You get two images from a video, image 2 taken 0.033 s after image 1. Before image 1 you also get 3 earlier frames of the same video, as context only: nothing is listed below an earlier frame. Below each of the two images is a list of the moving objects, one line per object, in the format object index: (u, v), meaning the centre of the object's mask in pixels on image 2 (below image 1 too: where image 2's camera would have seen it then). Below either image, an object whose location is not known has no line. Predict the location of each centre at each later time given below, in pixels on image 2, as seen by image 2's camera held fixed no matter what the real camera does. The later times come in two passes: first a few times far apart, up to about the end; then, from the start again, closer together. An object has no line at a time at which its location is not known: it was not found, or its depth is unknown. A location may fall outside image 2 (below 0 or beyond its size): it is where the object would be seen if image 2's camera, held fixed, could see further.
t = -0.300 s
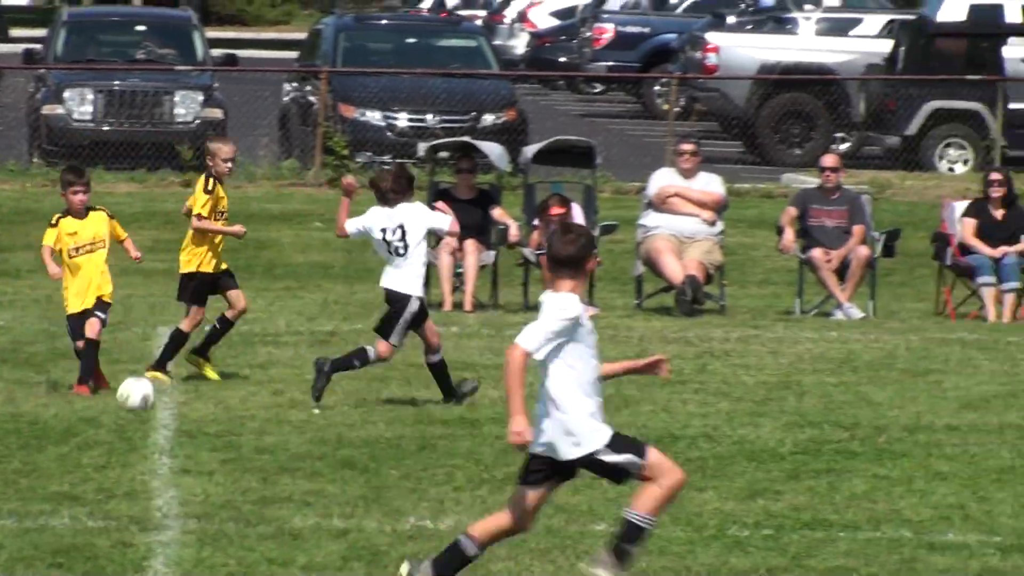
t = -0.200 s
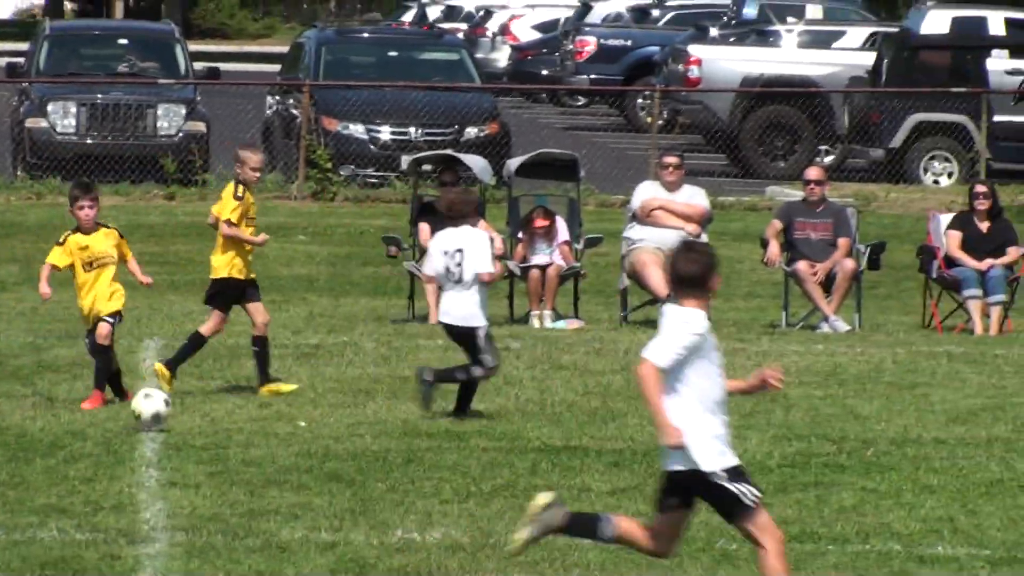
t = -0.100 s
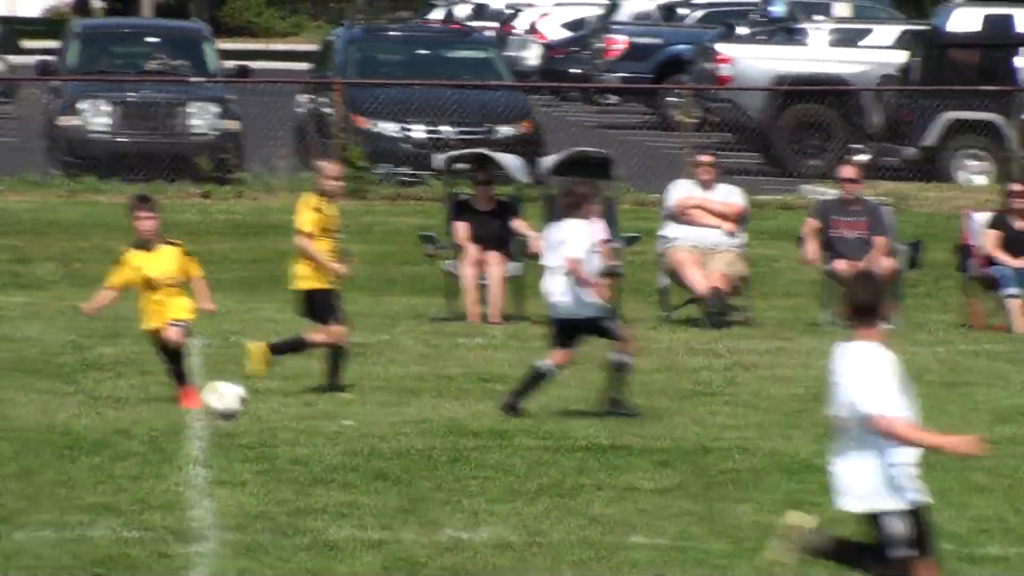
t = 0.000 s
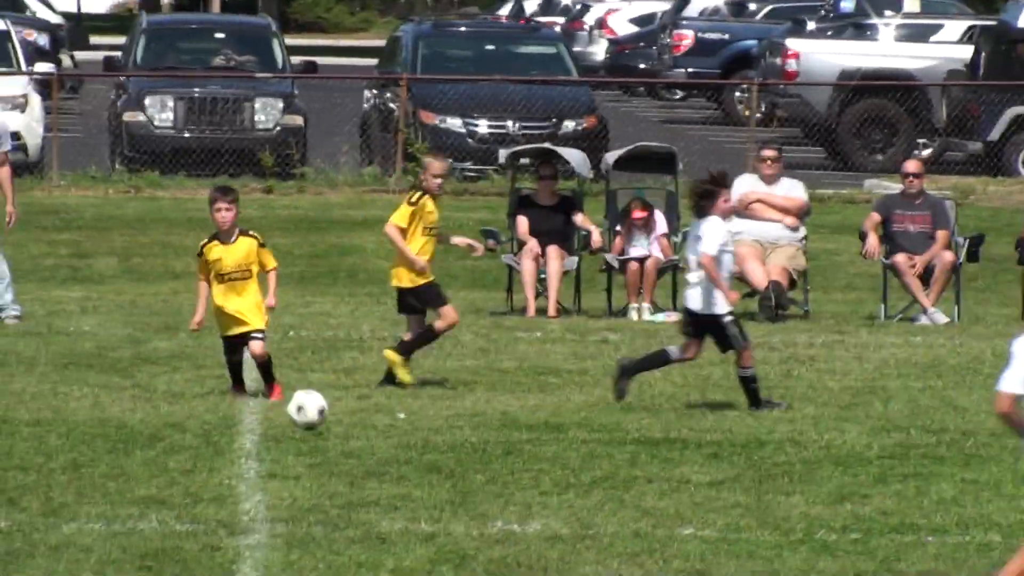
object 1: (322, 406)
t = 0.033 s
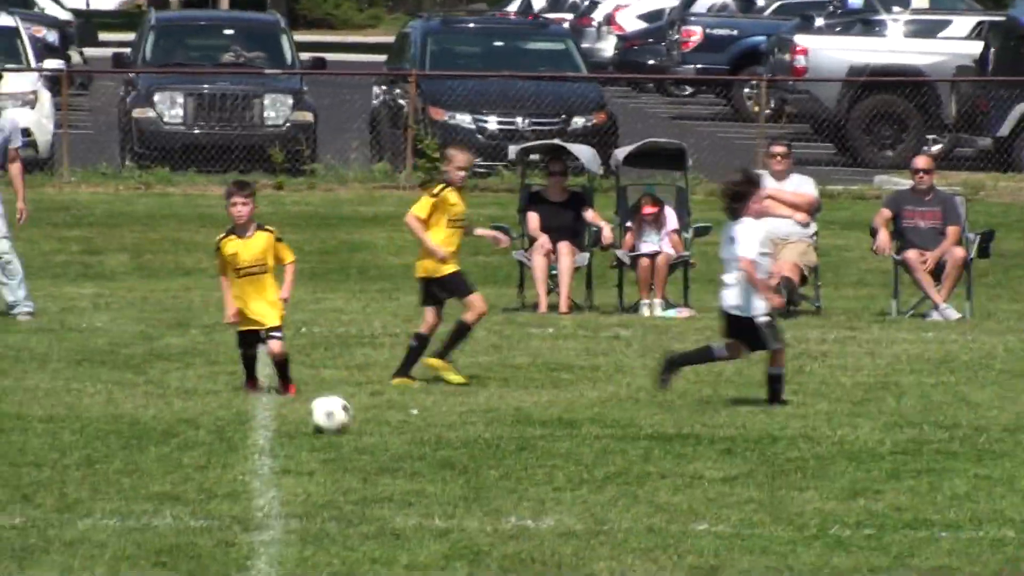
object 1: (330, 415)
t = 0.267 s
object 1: (397, 418)
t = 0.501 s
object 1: (463, 439)
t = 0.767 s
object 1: (537, 462)
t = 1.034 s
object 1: (612, 486)
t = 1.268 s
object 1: (676, 505)
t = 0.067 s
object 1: (339, 420)
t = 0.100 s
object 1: (350, 416)
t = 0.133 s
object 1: (359, 412)
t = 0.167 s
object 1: (369, 411)
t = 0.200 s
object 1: (379, 412)
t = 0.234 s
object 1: (388, 413)
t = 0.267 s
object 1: (397, 418)
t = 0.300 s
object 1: (406, 425)
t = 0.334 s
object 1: (415, 433)
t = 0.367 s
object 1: (425, 443)
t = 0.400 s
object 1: (435, 443)
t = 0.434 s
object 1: (444, 440)
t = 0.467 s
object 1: (453, 437)
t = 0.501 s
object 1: (463, 439)
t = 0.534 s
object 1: (472, 441)
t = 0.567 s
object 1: (481, 446)
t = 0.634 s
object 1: (500, 464)
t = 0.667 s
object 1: (508, 466)
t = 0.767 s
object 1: (537, 462)
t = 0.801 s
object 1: (547, 464)
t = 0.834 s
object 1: (557, 470)
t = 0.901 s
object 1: (576, 486)
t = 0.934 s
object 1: (585, 485)
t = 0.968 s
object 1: (594, 483)
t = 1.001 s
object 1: (603, 484)
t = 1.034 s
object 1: (612, 486)
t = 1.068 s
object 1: (620, 490)
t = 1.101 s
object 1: (631, 496)
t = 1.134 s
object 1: (639, 500)
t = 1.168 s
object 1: (647, 500)
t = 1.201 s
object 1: (658, 500)
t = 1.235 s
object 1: (667, 503)
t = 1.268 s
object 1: (676, 505)
